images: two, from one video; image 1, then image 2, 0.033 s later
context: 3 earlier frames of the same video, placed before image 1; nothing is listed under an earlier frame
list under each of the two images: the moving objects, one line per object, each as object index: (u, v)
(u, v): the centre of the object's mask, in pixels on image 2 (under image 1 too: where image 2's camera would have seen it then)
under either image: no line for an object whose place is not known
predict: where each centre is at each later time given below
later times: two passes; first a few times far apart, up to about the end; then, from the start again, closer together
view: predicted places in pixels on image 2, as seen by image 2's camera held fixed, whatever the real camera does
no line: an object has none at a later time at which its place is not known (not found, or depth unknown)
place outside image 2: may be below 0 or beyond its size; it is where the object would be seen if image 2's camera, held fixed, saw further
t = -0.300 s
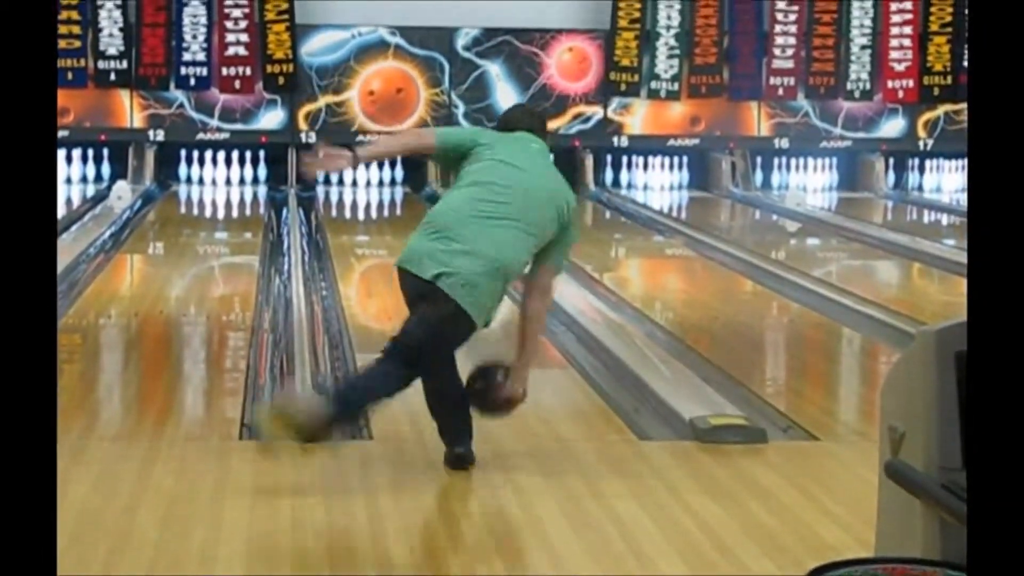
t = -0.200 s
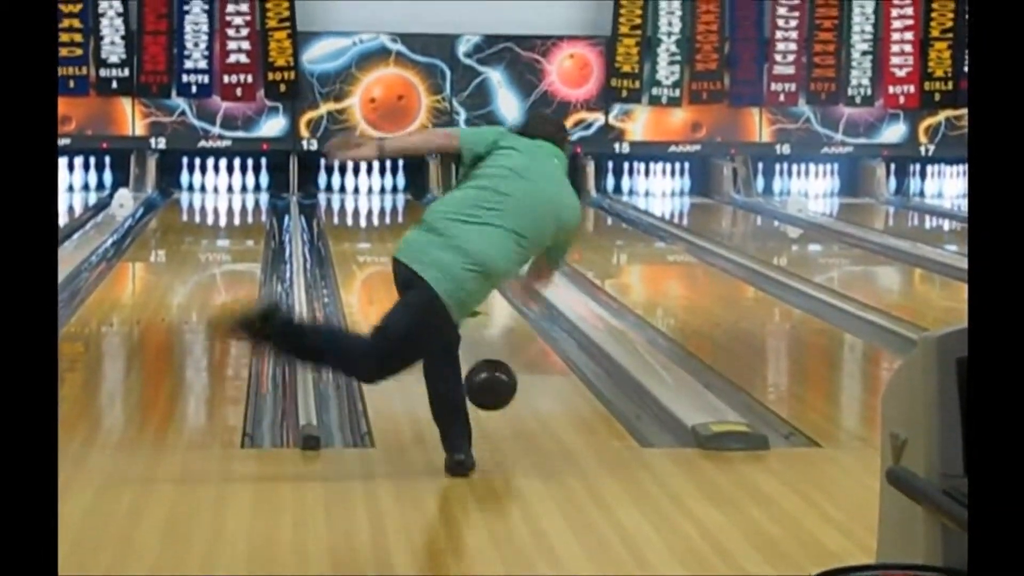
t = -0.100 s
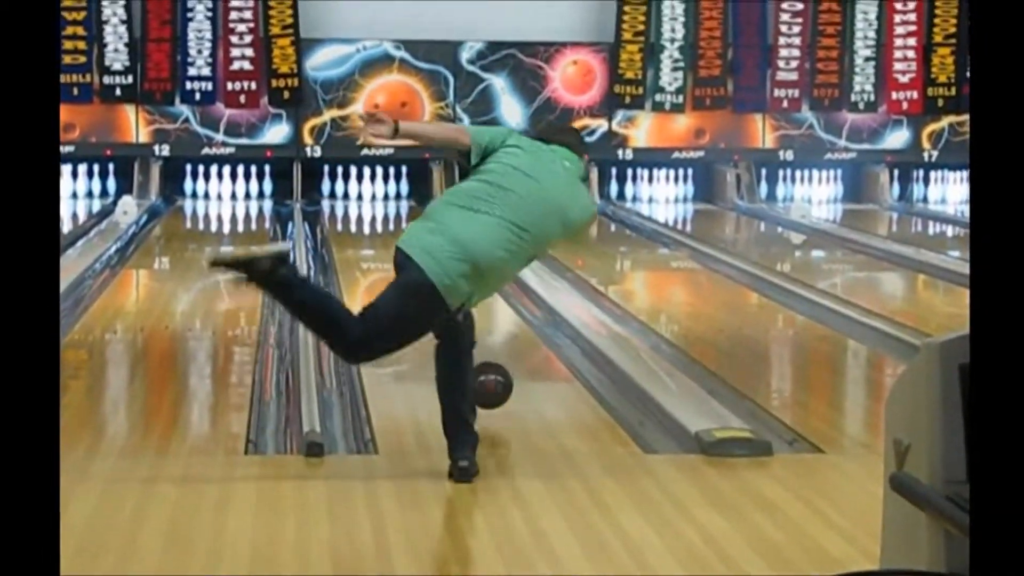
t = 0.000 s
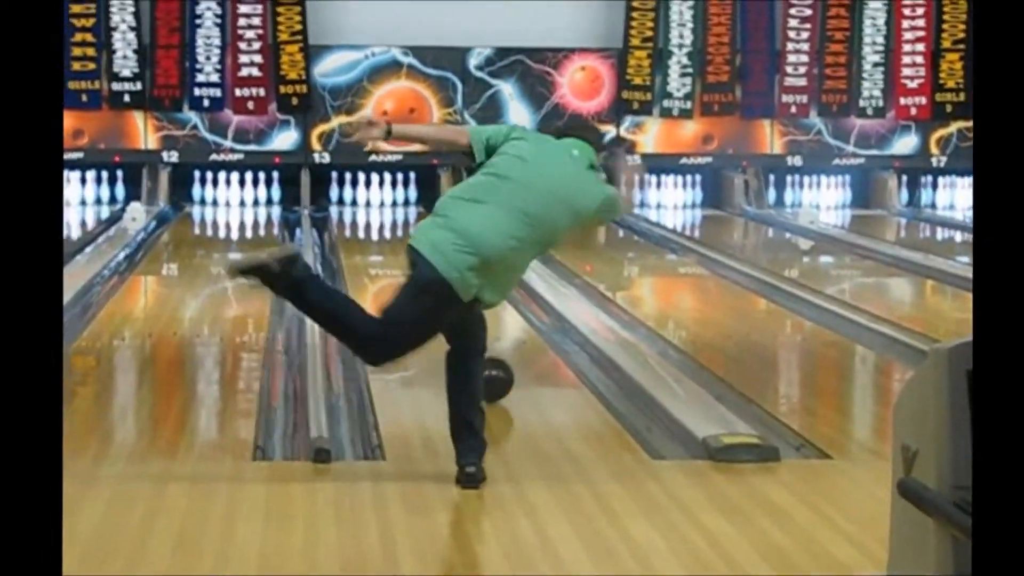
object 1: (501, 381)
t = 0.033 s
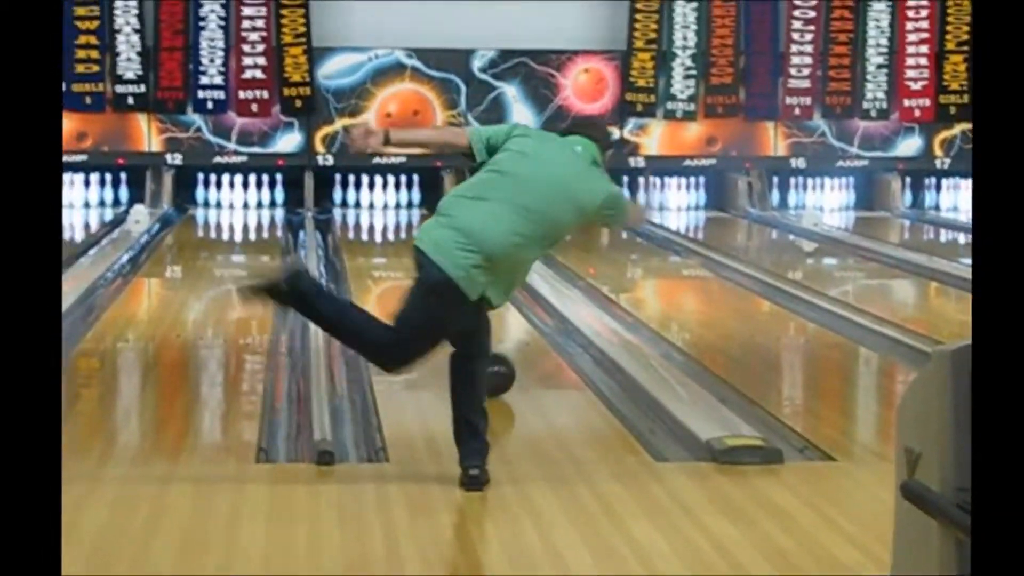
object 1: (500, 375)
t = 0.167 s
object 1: (500, 353)
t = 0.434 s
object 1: (472, 312)
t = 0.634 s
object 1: (475, 291)
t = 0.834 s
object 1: (468, 273)
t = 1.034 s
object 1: (460, 257)
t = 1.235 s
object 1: (452, 244)
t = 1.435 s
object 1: (442, 235)
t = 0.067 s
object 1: (500, 369)
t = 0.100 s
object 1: (499, 363)
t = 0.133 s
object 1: (500, 357)
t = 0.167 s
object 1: (500, 353)
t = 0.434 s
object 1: (472, 312)
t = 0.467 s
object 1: (475, 309)
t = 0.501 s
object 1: (478, 305)
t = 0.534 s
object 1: (478, 301)
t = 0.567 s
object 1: (477, 297)
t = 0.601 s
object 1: (475, 294)
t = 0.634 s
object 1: (475, 291)
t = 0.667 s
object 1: (473, 287)
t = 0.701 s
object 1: (472, 284)
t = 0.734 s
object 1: (471, 280)
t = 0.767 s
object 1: (470, 277)
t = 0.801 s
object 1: (469, 275)
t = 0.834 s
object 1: (468, 273)
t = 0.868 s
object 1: (467, 270)
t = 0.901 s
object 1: (465, 267)
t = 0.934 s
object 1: (464, 264)
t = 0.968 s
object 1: (463, 262)
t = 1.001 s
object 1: (462, 260)
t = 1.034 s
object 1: (460, 257)
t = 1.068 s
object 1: (459, 255)
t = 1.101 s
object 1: (457, 253)
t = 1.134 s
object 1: (456, 250)
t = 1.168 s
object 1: (454, 249)
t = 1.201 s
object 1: (453, 246)
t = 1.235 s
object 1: (452, 244)
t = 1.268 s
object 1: (451, 243)
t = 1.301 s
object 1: (449, 242)
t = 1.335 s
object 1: (447, 240)
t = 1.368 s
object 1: (446, 237)
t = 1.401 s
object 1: (444, 236)
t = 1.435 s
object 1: (442, 235)
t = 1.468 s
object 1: (440, 233)
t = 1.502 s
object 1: (439, 234)
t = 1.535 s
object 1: (437, 232)
